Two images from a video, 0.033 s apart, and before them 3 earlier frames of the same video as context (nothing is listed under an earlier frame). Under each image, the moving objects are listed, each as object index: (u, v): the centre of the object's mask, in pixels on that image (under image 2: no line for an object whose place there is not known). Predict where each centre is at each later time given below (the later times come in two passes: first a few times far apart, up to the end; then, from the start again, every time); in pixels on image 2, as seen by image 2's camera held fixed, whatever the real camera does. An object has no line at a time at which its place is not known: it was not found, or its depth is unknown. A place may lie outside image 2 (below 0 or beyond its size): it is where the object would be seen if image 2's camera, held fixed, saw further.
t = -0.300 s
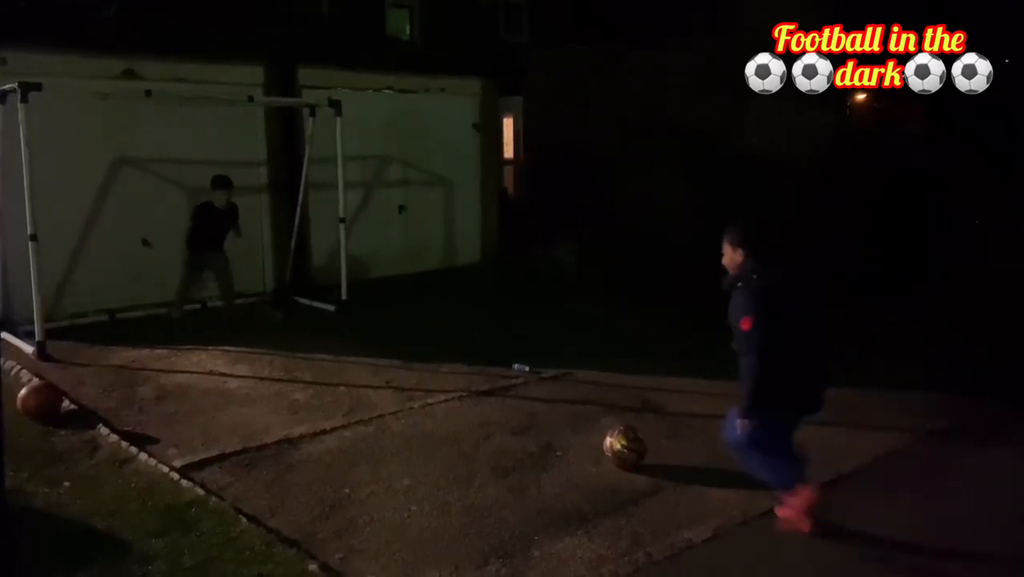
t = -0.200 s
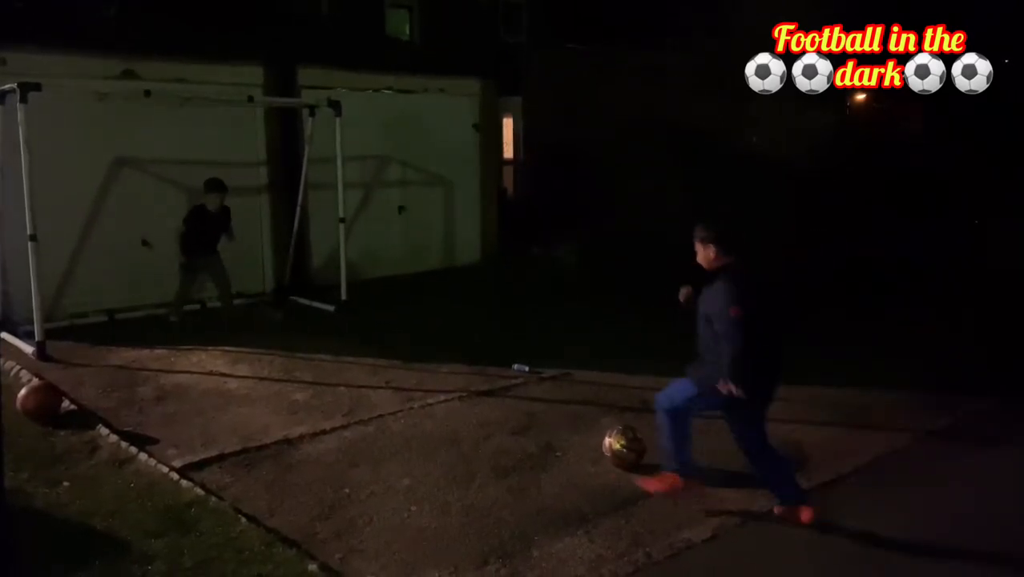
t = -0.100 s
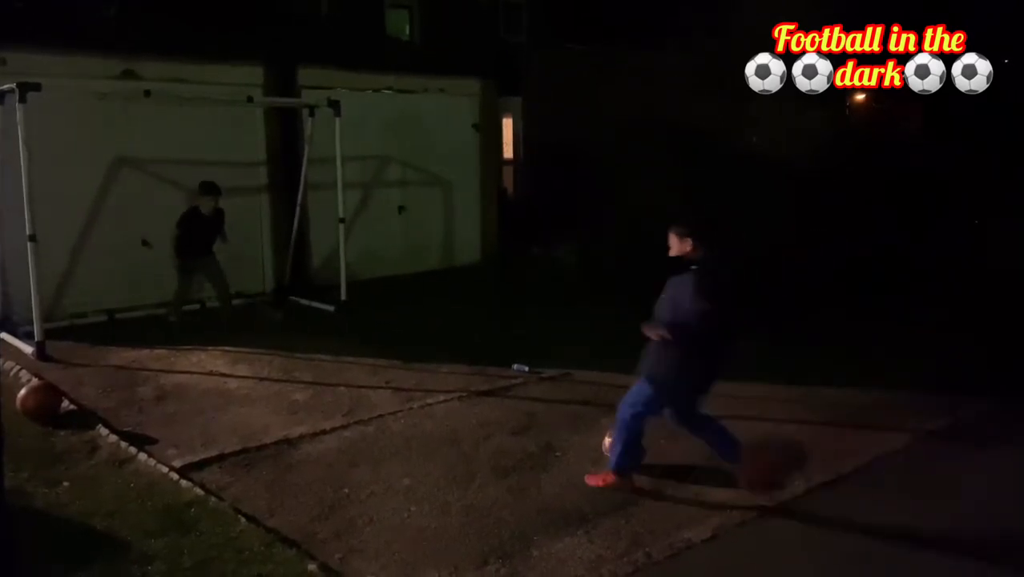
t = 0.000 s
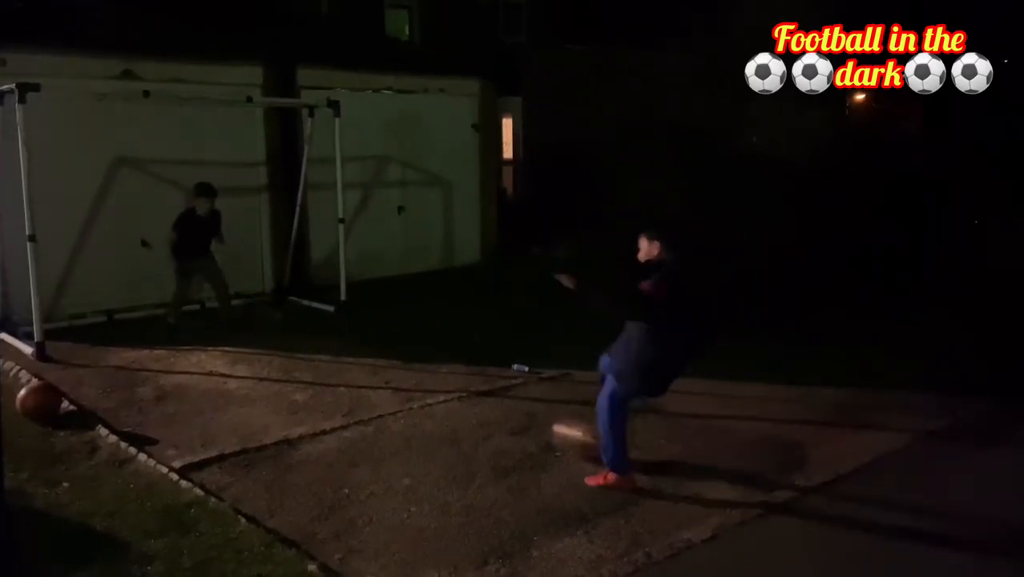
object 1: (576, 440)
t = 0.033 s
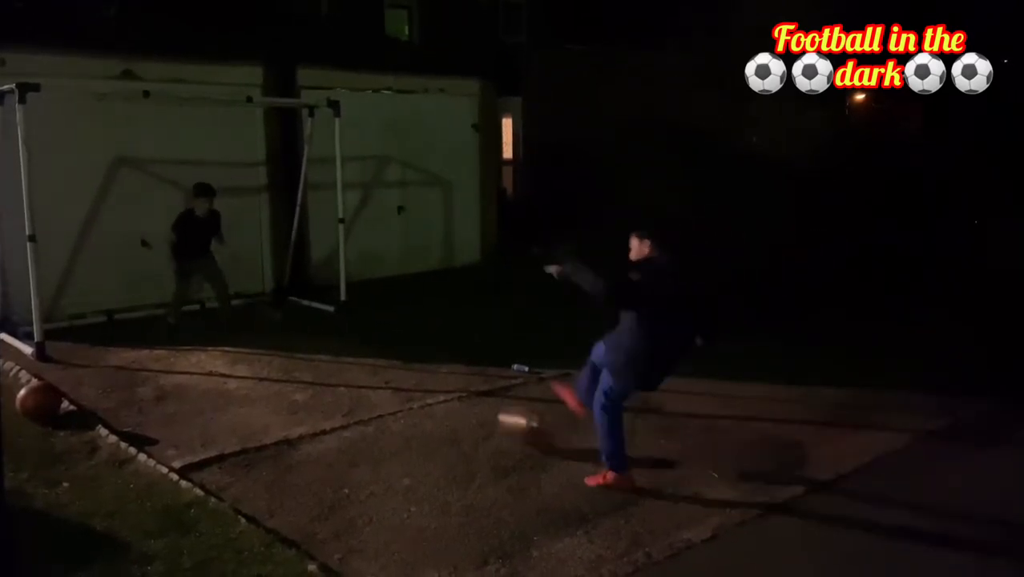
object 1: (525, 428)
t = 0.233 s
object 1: (265, 370)
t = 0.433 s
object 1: (83, 350)
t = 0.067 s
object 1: (478, 419)
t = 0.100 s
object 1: (419, 408)
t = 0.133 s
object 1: (378, 402)
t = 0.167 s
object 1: (344, 392)
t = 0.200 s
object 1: (302, 379)
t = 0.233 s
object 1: (265, 370)
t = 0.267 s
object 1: (231, 365)
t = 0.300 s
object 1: (197, 361)
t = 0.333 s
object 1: (166, 358)
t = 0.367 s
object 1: (136, 358)
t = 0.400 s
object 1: (110, 357)
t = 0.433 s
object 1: (83, 350)
